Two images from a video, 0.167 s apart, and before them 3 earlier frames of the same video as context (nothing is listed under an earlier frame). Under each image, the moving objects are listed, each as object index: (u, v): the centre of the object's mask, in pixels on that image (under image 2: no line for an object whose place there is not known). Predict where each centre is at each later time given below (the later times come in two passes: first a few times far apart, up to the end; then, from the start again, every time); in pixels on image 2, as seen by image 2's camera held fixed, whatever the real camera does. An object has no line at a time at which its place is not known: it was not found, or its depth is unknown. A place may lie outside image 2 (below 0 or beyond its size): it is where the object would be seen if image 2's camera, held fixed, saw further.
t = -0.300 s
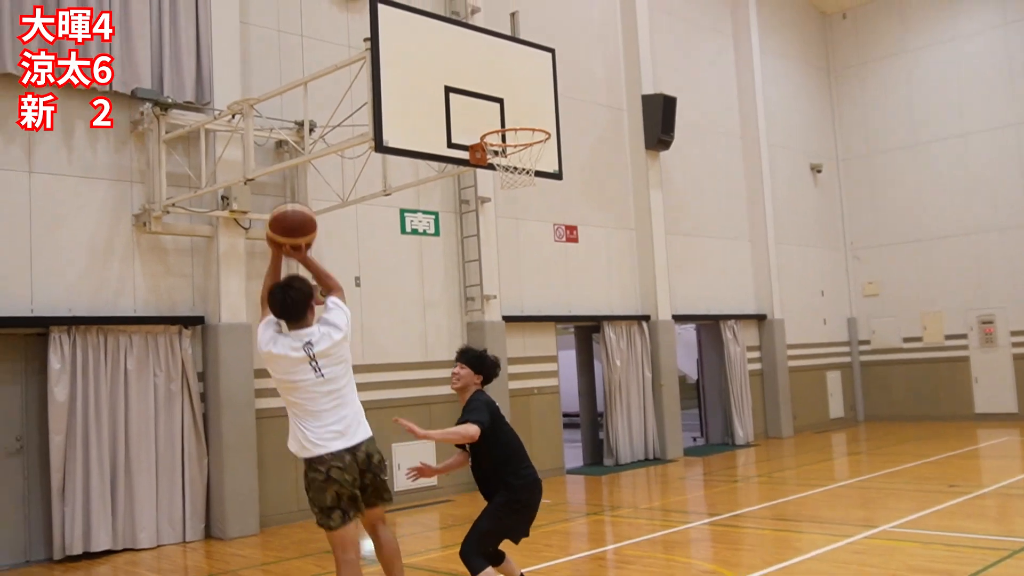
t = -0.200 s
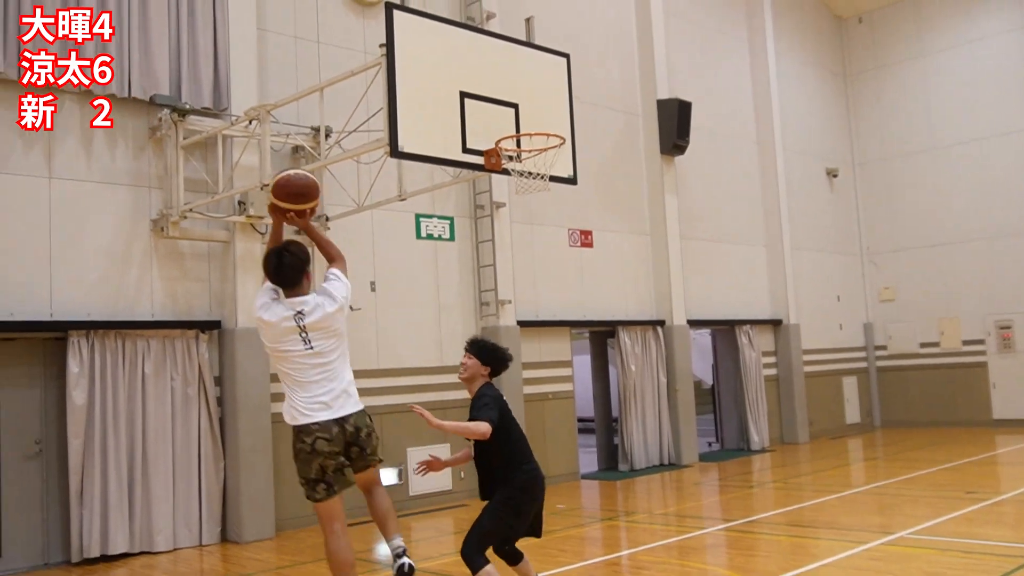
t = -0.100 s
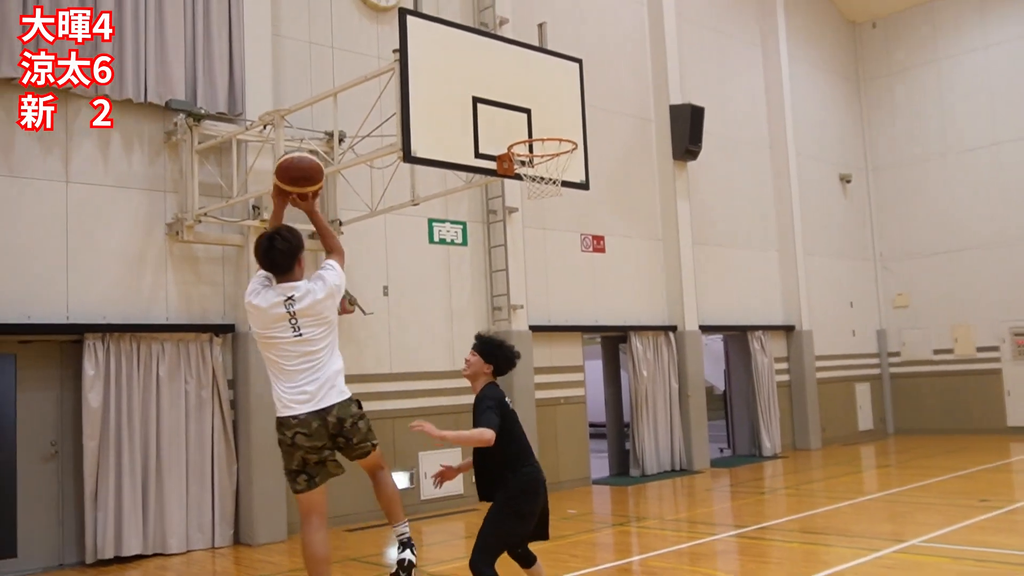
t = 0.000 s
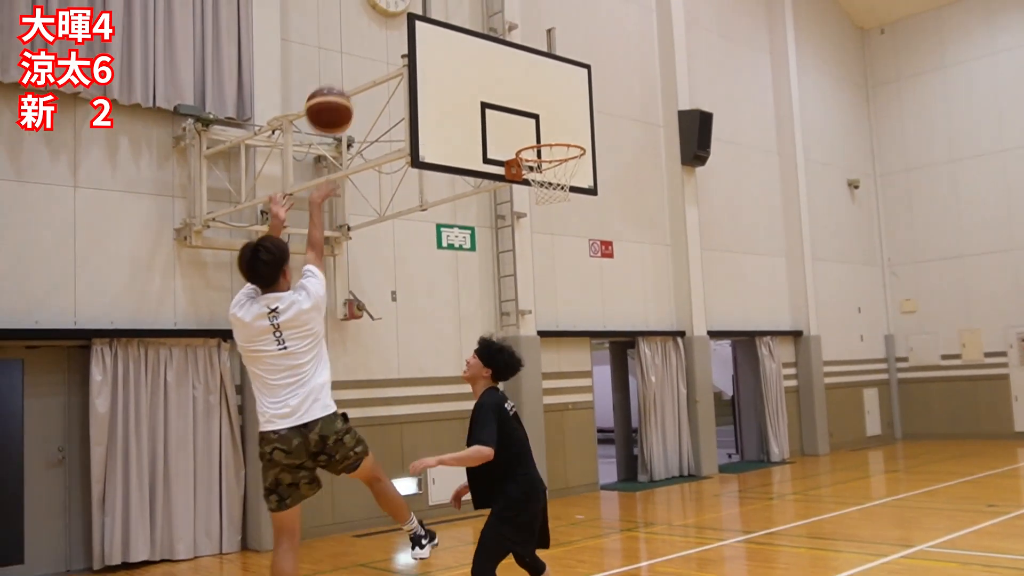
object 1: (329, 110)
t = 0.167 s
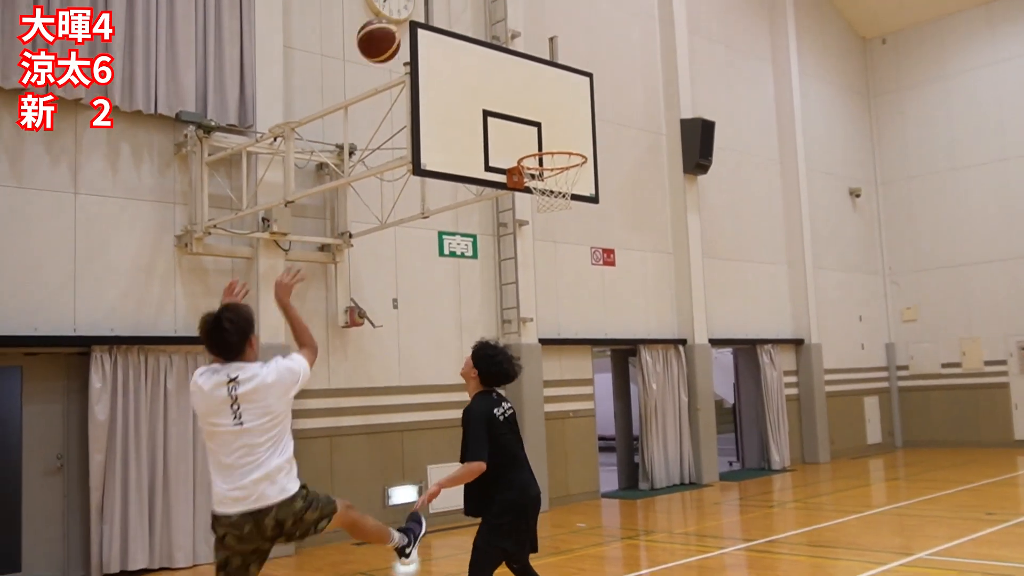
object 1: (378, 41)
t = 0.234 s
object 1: (395, 27)
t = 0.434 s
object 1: (442, 30)
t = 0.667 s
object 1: (488, 101)
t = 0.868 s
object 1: (535, 127)
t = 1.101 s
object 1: (590, 111)
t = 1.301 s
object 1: (642, 157)
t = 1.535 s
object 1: (711, 290)
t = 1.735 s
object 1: (773, 475)
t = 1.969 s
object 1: (833, 490)
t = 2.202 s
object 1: (880, 341)
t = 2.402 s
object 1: (928, 280)
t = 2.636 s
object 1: (998, 294)
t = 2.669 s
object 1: (1009, 301)
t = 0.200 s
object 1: (387, 33)
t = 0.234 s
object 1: (395, 27)
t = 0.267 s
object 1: (404, 23)
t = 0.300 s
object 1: (412, 21)
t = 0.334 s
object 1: (419, 20)
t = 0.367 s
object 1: (427, 22)
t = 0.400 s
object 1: (435, 25)
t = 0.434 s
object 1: (442, 30)
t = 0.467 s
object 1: (449, 35)
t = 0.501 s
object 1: (456, 43)
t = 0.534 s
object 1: (462, 52)
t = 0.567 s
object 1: (469, 63)
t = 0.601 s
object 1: (475, 75)
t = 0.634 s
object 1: (482, 87)
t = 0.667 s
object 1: (488, 101)
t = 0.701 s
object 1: (495, 117)
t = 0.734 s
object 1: (503, 127)
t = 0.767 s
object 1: (512, 138)
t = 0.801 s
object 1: (520, 144)
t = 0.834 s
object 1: (528, 136)
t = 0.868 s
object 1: (535, 127)
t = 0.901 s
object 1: (543, 121)
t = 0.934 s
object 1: (550, 115)
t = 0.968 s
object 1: (558, 111)
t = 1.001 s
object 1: (565, 109)
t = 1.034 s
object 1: (573, 108)
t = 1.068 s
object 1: (582, 109)
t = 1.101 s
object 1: (590, 111)
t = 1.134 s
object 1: (598, 114)
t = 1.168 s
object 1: (607, 119)
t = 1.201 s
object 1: (615, 126)
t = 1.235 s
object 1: (624, 135)
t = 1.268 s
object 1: (633, 145)
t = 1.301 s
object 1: (642, 157)
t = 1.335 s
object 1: (652, 170)
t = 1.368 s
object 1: (661, 186)
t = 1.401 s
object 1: (671, 203)
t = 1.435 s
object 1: (681, 222)
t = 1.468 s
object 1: (691, 243)
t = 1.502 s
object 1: (701, 265)
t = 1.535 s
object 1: (711, 290)
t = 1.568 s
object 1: (720, 316)
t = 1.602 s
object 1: (730, 343)
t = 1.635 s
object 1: (740, 372)
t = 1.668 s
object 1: (751, 405)
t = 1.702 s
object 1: (761, 439)
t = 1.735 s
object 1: (773, 475)
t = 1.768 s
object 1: (784, 513)
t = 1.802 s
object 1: (797, 554)
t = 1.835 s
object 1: (809, 598)
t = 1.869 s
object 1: (816, 581)
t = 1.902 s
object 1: (822, 550)
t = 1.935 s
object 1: (827, 519)
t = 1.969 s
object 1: (833, 490)
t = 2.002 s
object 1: (840, 464)
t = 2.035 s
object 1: (847, 439)
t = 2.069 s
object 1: (853, 416)
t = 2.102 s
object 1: (860, 395)
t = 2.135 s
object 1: (866, 376)
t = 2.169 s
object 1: (873, 357)
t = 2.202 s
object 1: (880, 341)
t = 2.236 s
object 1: (887, 327)
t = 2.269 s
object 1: (895, 315)
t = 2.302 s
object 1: (903, 303)
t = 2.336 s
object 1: (911, 294)
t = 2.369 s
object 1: (919, 286)
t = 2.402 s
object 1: (928, 280)
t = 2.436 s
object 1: (937, 276)
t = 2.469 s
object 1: (947, 273)
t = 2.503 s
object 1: (956, 274)
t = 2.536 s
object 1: (966, 277)
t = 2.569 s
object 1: (976, 282)
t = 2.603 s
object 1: (987, 287)
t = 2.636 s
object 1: (998, 294)
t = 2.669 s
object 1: (1009, 301)
